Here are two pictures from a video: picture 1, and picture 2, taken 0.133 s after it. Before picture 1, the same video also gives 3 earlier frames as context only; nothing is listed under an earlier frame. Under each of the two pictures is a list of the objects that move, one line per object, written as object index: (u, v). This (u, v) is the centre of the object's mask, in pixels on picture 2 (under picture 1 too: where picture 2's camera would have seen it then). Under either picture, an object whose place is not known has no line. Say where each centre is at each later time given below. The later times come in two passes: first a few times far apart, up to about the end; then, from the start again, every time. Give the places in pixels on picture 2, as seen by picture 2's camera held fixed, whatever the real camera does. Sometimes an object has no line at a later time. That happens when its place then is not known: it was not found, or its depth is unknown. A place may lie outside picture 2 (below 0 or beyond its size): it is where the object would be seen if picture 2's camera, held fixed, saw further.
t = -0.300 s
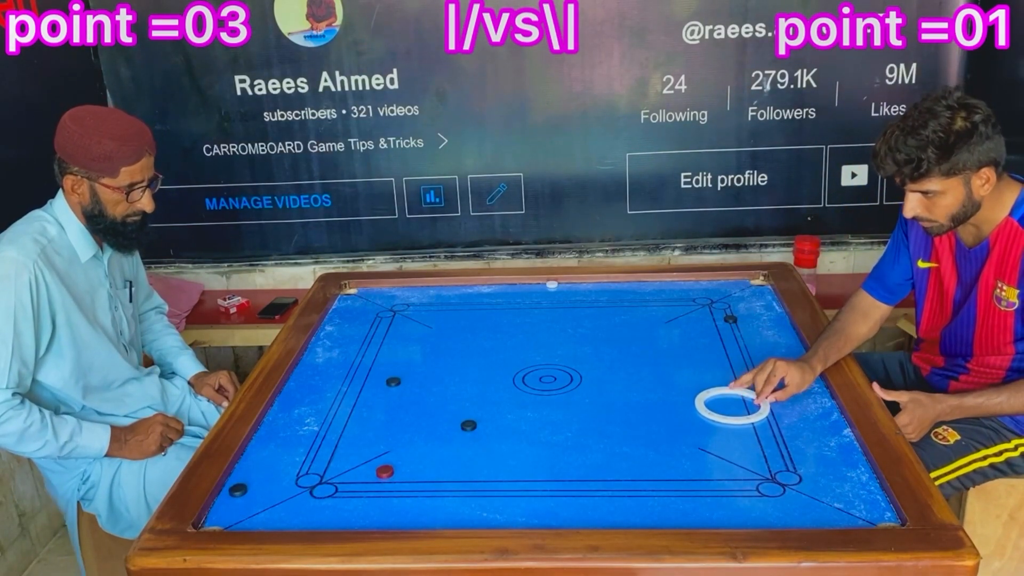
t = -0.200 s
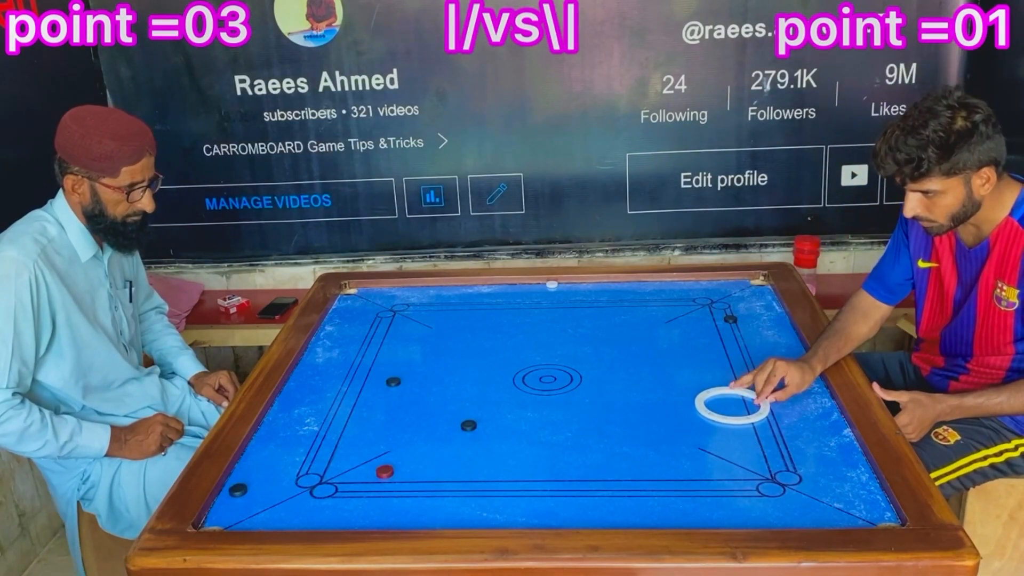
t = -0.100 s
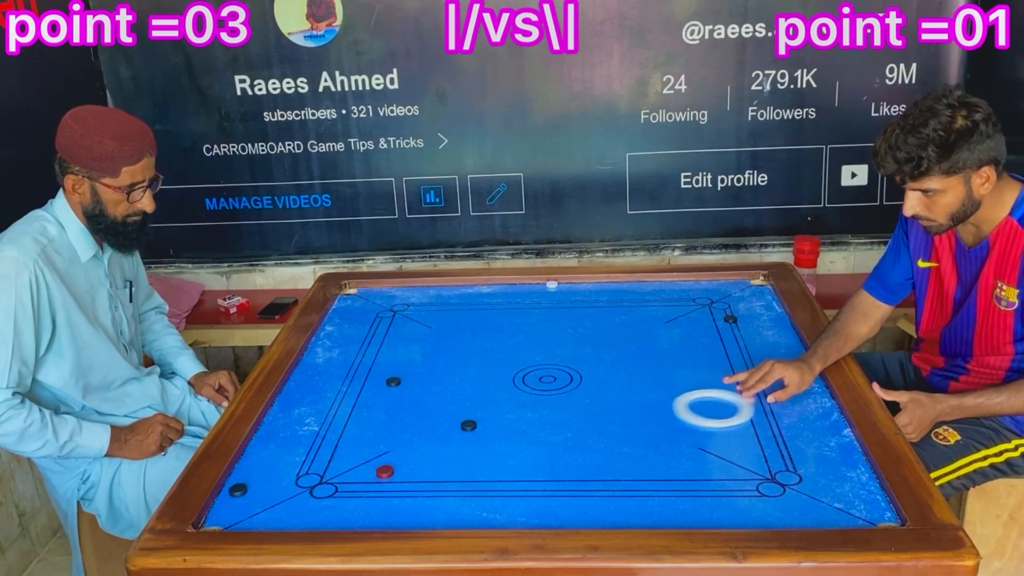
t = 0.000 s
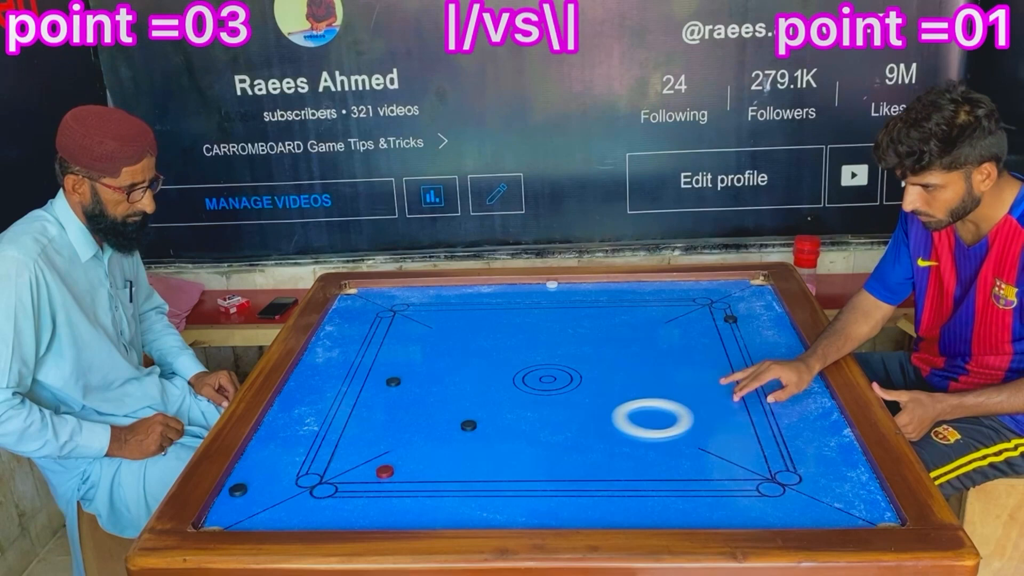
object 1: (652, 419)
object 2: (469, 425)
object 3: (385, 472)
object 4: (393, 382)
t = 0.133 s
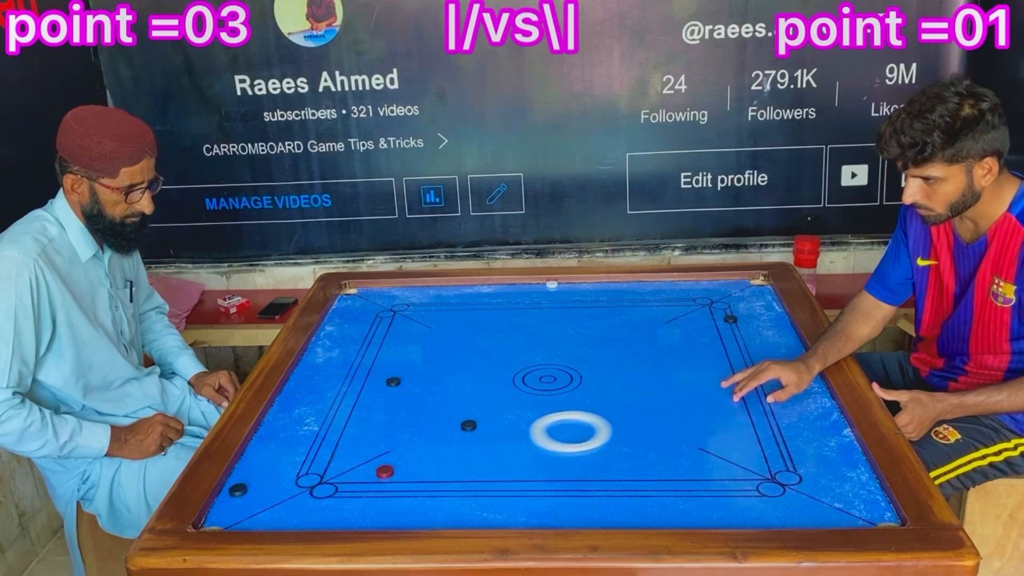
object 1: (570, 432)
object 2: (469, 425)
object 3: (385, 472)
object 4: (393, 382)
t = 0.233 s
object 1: (508, 442)
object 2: (468, 425)
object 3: (385, 472)
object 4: (393, 382)
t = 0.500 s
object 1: (357, 472)
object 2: (431, 407)
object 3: (306, 494)
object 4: (393, 382)
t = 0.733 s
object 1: (277, 488)
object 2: (400, 393)
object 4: (393, 381)
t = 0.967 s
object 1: (280, 495)
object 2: (374, 388)
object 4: (394, 374)
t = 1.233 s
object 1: (283, 500)
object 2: (351, 388)
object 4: (397, 362)
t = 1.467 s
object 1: (286, 504)
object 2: (336, 388)
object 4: (400, 355)
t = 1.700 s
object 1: (291, 505)
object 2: (327, 387)
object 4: (403, 349)
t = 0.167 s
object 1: (549, 436)
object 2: (468, 425)
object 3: (384, 472)
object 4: (393, 382)
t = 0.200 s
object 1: (529, 439)
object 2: (469, 425)
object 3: (385, 472)
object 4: (393, 382)
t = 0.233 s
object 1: (508, 442)
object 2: (468, 425)
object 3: (385, 472)
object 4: (393, 382)
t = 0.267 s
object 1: (487, 446)
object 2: (466, 423)
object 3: (384, 471)
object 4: (393, 381)
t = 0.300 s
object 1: (467, 450)
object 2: (461, 421)
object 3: (384, 471)
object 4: (393, 382)
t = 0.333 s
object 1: (447, 454)
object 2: (455, 419)
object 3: (385, 471)
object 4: (393, 382)
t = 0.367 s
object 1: (427, 458)
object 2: (450, 417)
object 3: (382, 472)
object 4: (393, 382)
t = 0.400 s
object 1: (410, 462)
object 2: (445, 414)
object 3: (363, 476)
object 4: (393, 382)
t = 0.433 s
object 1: (392, 465)
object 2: (440, 412)
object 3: (345, 483)
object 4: (393, 382)
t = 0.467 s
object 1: (374, 468)
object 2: (435, 409)
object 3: (325, 488)
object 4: (393, 382)
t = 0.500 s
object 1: (357, 472)
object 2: (431, 407)
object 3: (306, 494)
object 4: (393, 382)
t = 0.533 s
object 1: (340, 475)
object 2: (426, 405)
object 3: (286, 500)
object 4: (393, 382)
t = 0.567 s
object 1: (322, 478)
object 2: (421, 403)
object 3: (267, 506)
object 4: (393, 381)
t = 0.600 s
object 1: (305, 481)
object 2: (417, 401)
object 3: (248, 511)
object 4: (393, 381)
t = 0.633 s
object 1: (288, 484)
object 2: (412, 399)
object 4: (393, 381)
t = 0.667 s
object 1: (276, 487)
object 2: (408, 396)
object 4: (393, 381)
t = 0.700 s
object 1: (277, 488)
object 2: (404, 395)
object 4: (393, 381)
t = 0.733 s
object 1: (277, 488)
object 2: (400, 393)
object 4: (393, 381)
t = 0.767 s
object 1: (277, 490)
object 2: (396, 391)
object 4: (393, 381)
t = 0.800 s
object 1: (277, 490)
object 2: (392, 389)
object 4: (393, 380)
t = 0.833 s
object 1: (278, 491)
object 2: (388, 388)
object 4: (393, 380)
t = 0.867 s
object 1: (279, 492)
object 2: (384, 388)
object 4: (393, 378)
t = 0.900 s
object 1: (279, 493)
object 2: (381, 388)
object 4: (393, 377)
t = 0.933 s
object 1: (279, 494)
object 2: (377, 388)
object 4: (393, 375)
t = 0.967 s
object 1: (280, 495)
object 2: (374, 388)
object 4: (394, 374)
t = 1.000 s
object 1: (280, 495)
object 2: (371, 388)
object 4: (394, 372)
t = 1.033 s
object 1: (281, 496)
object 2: (367, 388)
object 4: (394, 371)
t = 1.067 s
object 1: (281, 497)
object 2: (365, 388)
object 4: (394, 369)
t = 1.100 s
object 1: (282, 498)
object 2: (362, 388)
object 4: (395, 368)
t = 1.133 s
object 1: (282, 498)
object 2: (359, 388)
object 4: (395, 366)
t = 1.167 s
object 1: (283, 499)
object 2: (356, 388)
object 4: (396, 365)
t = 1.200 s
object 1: (283, 500)
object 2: (354, 388)
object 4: (396, 364)
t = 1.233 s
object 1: (283, 500)
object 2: (351, 388)
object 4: (397, 362)
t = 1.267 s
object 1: (283, 501)
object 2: (348, 388)
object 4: (397, 361)
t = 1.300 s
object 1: (284, 502)
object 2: (346, 388)
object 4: (397, 360)
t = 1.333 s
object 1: (284, 502)
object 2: (344, 388)
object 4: (398, 359)
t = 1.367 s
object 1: (285, 503)
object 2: (342, 388)
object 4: (399, 358)
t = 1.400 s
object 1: (285, 503)
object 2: (340, 388)
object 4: (399, 357)
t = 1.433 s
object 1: (286, 504)
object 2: (338, 388)
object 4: (399, 356)
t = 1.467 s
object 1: (286, 504)
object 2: (336, 388)
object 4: (400, 355)
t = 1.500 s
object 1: (287, 504)
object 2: (334, 388)
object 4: (400, 354)
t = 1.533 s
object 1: (287, 504)
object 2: (333, 387)
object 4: (401, 353)
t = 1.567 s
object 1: (288, 505)
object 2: (332, 387)
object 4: (401, 352)
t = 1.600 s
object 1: (289, 505)
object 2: (330, 387)
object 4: (402, 352)
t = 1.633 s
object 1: (290, 505)
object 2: (329, 387)
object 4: (402, 351)
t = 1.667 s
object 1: (290, 505)
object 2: (328, 387)
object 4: (403, 350)
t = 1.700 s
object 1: (291, 505)
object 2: (327, 387)
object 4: (403, 349)
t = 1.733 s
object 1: (291, 505)
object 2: (326, 387)
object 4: (404, 349)
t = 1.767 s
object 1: (292, 505)
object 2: (325, 387)
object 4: (404, 348)
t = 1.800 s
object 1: (292, 506)
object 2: (324, 387)
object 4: (405, 347)
